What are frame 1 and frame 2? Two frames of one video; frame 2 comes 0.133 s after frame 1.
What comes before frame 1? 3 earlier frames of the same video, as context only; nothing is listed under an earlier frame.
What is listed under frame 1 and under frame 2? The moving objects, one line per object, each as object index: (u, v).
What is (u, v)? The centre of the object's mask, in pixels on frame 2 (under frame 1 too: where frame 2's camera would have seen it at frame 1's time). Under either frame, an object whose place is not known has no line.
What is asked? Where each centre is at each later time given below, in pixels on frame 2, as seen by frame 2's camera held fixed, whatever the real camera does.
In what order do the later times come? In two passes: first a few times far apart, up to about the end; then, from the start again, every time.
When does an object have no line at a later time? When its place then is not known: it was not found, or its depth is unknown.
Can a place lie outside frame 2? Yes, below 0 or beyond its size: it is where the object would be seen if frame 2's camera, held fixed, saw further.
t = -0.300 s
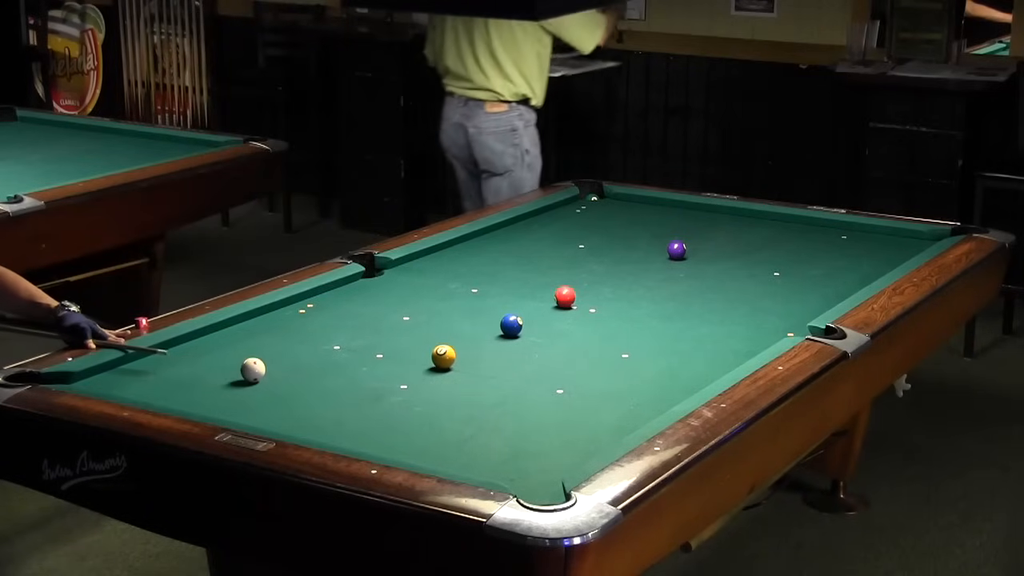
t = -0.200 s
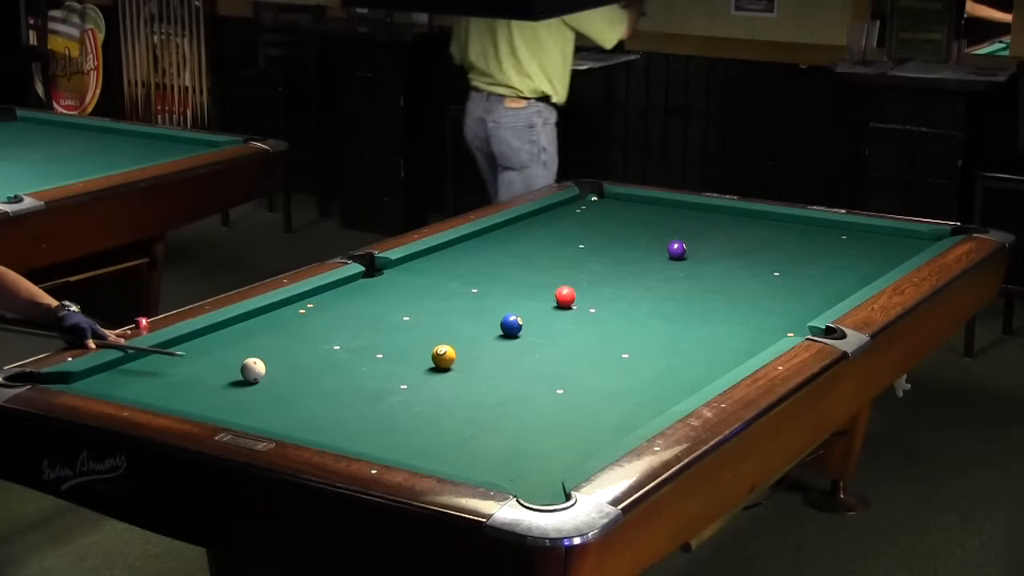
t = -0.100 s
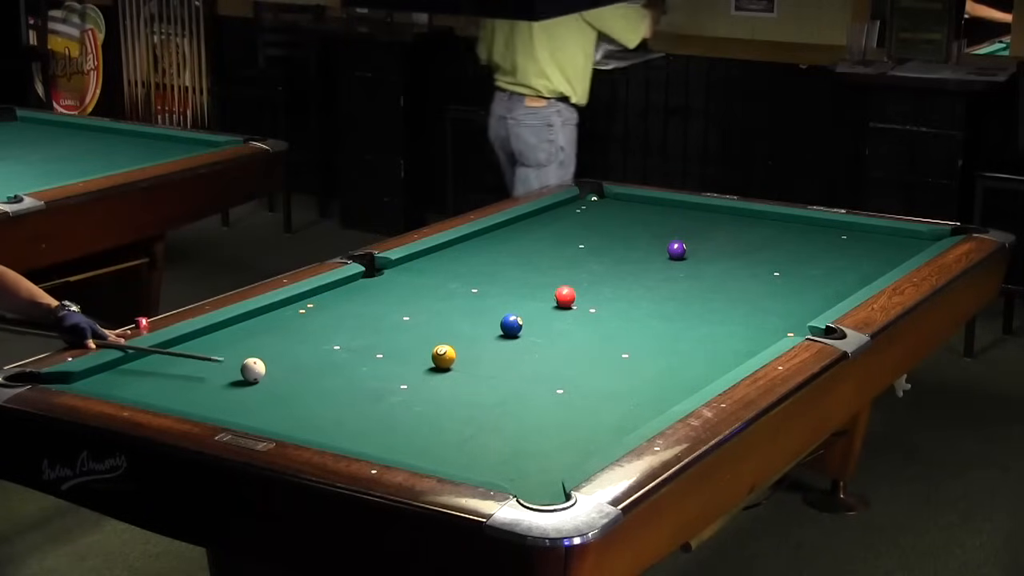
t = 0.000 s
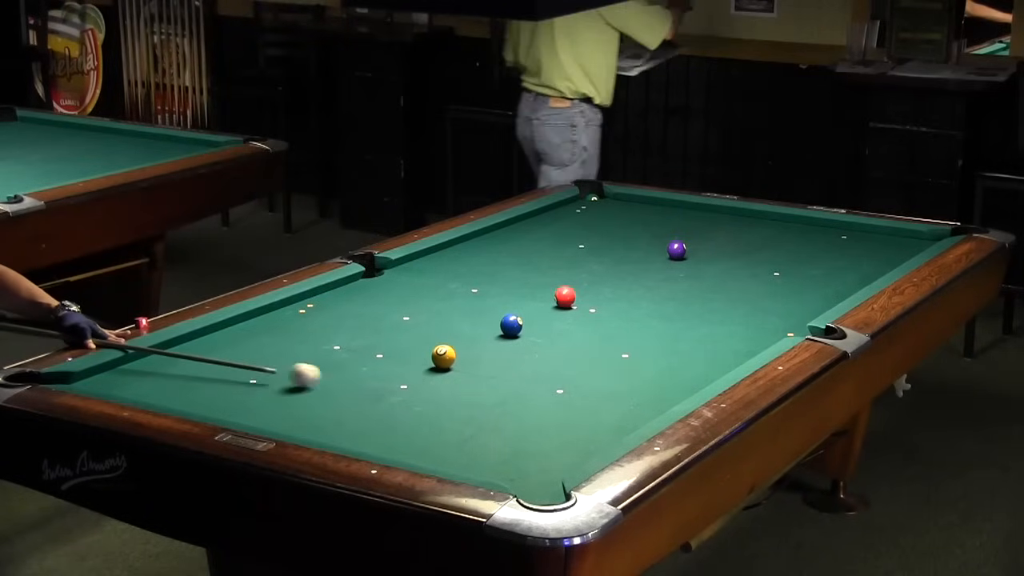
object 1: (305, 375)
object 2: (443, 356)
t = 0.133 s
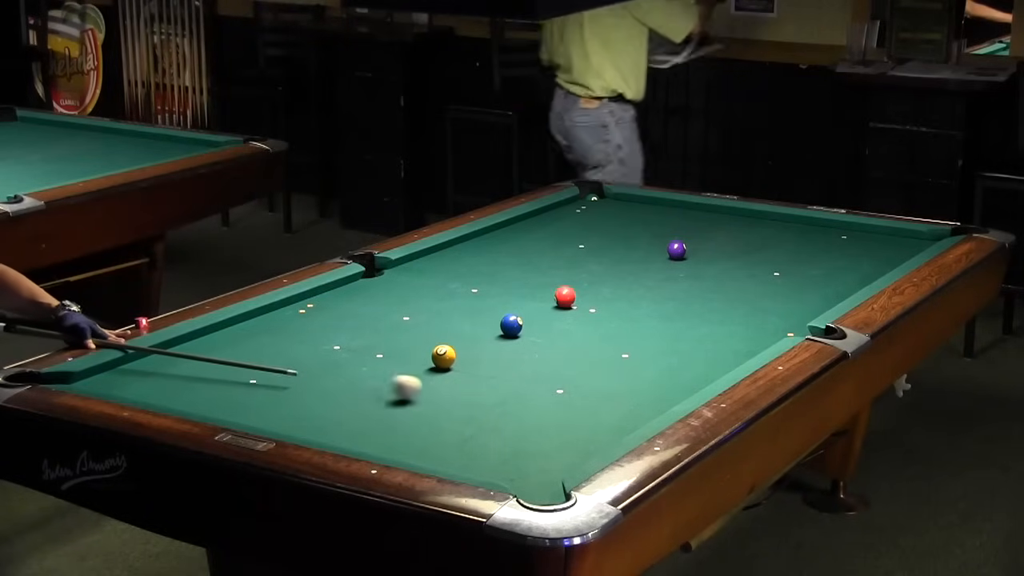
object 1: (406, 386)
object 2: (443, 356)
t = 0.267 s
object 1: (511, 400)
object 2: (443, 356)
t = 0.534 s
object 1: (601, 403)
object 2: (443, 356)
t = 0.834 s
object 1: (482, 369)
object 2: (443, 356)
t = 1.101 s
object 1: (434, 361)
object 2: (404, 340)
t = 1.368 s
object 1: (401, 358)
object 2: (362, 323)
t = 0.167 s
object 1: (432, 390)
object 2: (443, 356)
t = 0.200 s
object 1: (458, 393)
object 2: (443, 356)
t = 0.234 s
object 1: (484, 396)
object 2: (443, 356)
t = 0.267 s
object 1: (511, 400)
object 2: (443, 356)
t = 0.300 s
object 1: (538, 403)
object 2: (443, 356)
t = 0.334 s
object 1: (565, 406)
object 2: (443, 356)
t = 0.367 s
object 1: (591, 410)
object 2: (443, 356)
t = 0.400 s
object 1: (620, 413)
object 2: (443, 356)
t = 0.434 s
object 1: (645, 413)
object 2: (443, 356)
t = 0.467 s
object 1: (635, 412)
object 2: (443, 356)
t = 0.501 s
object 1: (617, 408)
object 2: (443, 356)
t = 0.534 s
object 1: (601, 403)
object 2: (443, 356)
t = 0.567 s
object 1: (587, 399)
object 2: (443, 356)
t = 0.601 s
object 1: (572, 395)
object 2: (443, 356)
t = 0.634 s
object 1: (559, 392)
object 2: (443, 356)
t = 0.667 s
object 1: (546, 388)
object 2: (443, 356)
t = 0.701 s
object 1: (532, 384)
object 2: (443, 356)
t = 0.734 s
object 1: (519, 380)
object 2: (443, 356)
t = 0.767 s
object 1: (506, 376)
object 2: (443, 356)
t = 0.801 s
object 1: (494, 373)
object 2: (443, 356)
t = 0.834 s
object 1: (482, 369)
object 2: (443, 356)
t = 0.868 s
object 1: (469, 366)
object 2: (443, 356)
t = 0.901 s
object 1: (459, 363)
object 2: (441, 355)
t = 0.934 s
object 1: (455, 363)
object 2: (434, 352)
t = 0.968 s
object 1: (452, 363)
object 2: (428, 350)
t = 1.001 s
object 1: (447, 363)
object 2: (421, 347)
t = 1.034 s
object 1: (443, 362)
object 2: (415, 345)
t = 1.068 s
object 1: (439, 362)
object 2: (410, 343)
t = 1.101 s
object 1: (434, 361)
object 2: (404, 340)
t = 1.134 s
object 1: (430, 361)
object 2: (399, 338)
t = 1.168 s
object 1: (426, 360)
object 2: (393, 336)
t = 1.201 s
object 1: (422, 360)
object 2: (388, 334)
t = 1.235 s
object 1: (418, 360)
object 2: (383, 331)
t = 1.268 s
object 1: (413, 359)
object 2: (377, 329)
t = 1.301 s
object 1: (409, 359)
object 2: (372, 327)
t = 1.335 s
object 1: (405, 359)
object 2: (367, 325)
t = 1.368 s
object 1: (401, 358)
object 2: (362, 323)
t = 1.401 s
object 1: (397, 358)
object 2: (357, 321)
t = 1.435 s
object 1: (393, 358)
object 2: (352, 319)
